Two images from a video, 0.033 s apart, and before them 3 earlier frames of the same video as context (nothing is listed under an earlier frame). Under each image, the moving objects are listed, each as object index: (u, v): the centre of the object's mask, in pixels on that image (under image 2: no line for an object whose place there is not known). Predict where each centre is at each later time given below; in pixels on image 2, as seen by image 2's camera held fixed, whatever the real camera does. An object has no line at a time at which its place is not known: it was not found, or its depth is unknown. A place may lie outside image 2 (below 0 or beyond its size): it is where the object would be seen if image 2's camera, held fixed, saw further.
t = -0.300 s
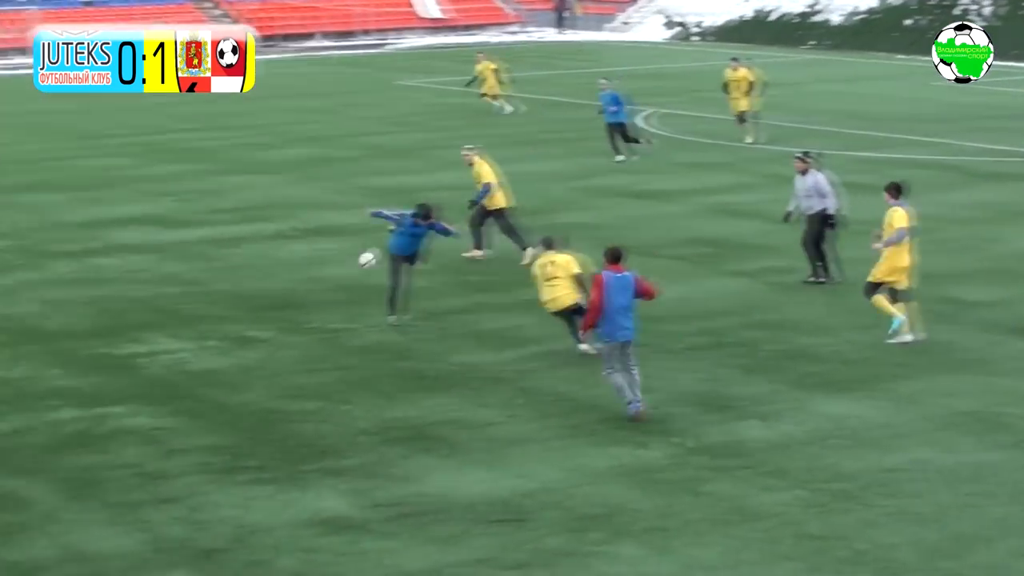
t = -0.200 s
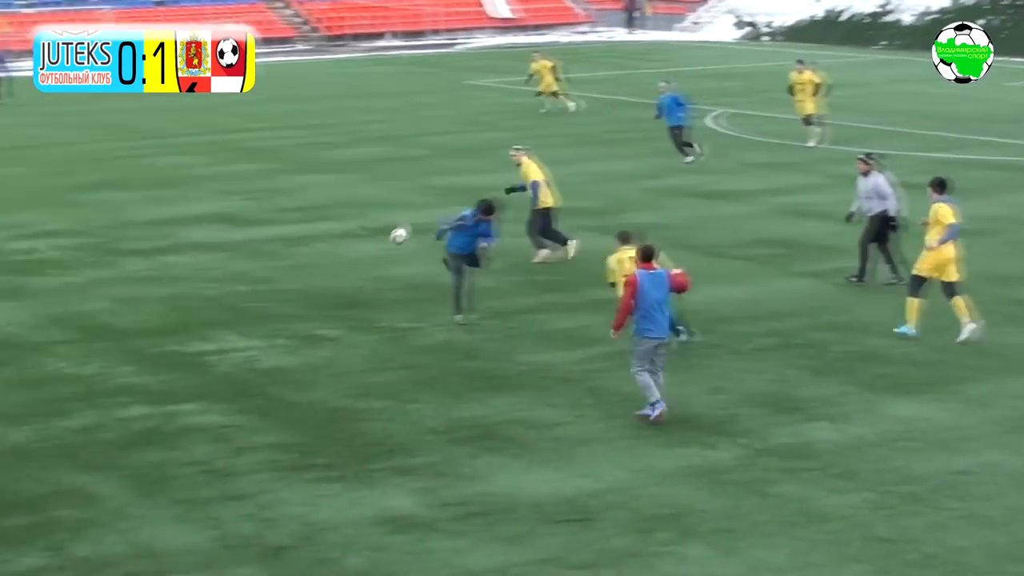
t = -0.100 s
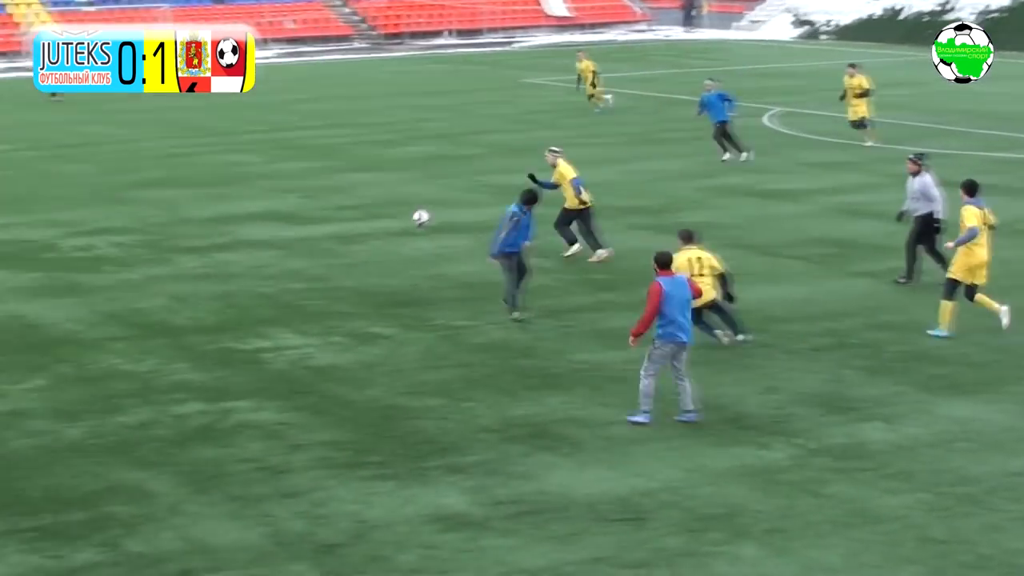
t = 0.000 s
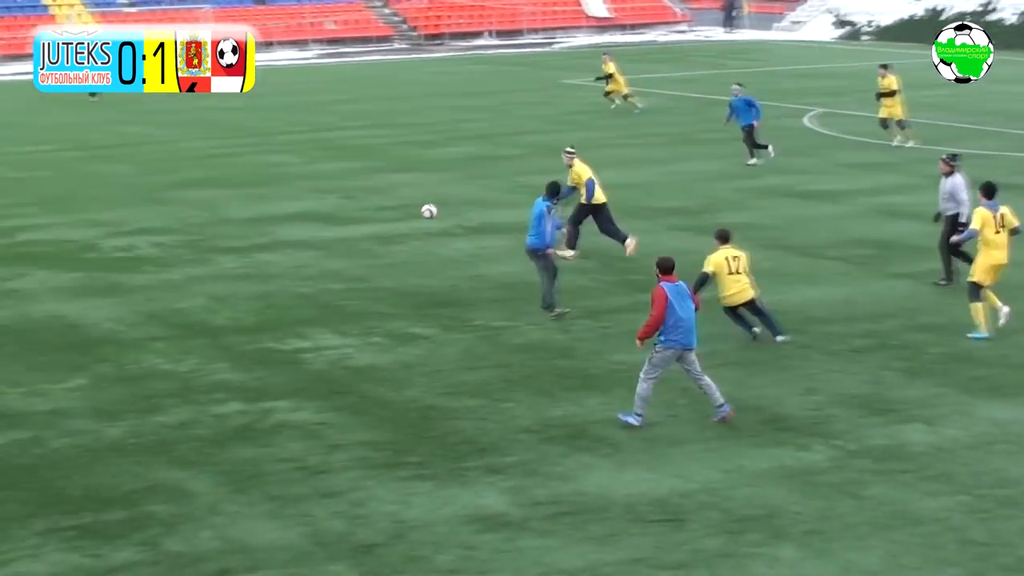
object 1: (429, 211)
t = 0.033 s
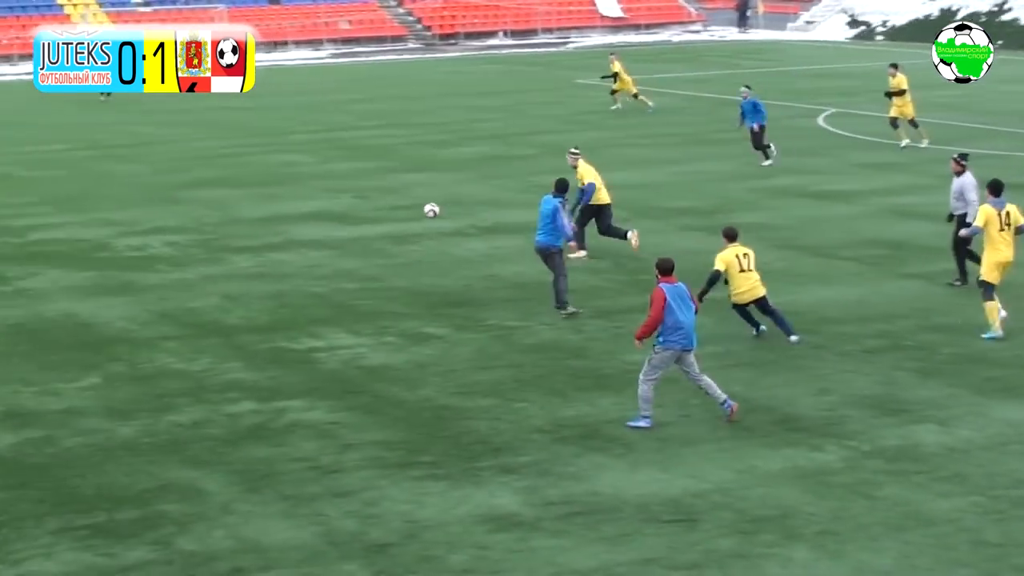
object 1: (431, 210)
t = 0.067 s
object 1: (422, 209)
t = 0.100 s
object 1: (415, 211)
